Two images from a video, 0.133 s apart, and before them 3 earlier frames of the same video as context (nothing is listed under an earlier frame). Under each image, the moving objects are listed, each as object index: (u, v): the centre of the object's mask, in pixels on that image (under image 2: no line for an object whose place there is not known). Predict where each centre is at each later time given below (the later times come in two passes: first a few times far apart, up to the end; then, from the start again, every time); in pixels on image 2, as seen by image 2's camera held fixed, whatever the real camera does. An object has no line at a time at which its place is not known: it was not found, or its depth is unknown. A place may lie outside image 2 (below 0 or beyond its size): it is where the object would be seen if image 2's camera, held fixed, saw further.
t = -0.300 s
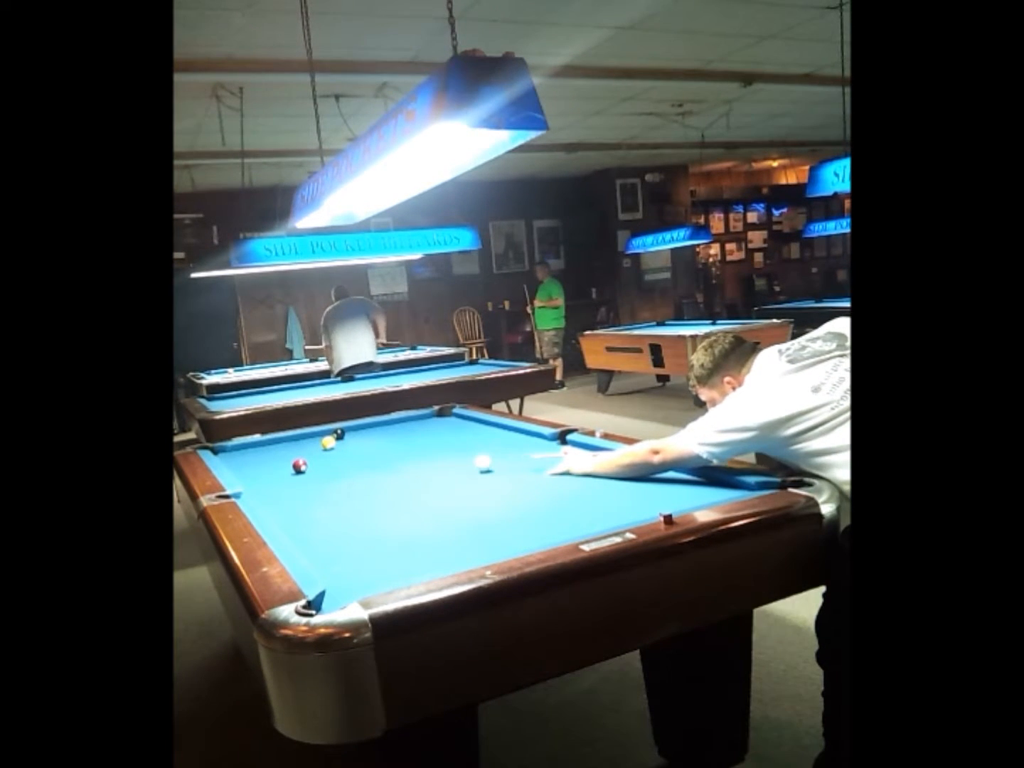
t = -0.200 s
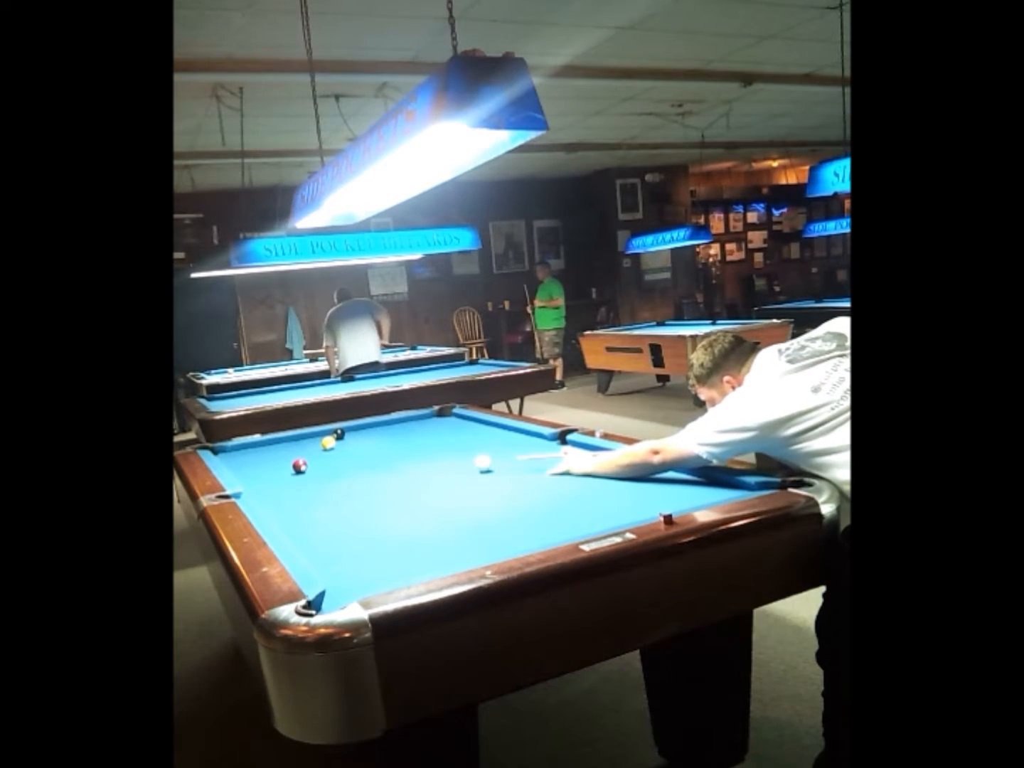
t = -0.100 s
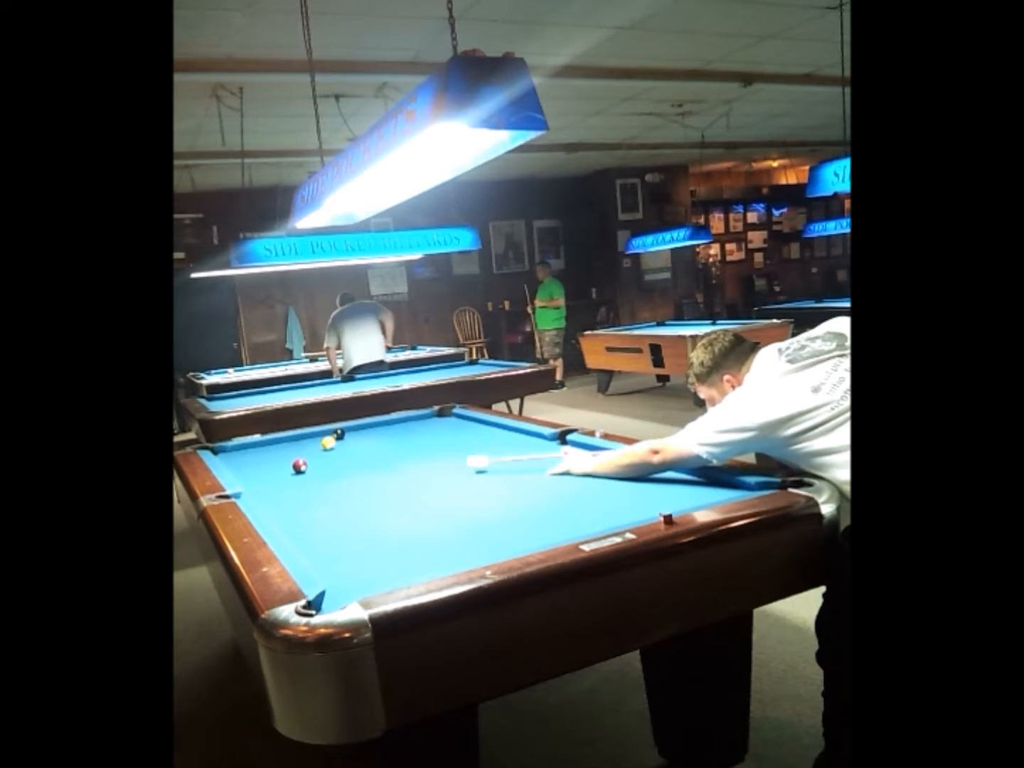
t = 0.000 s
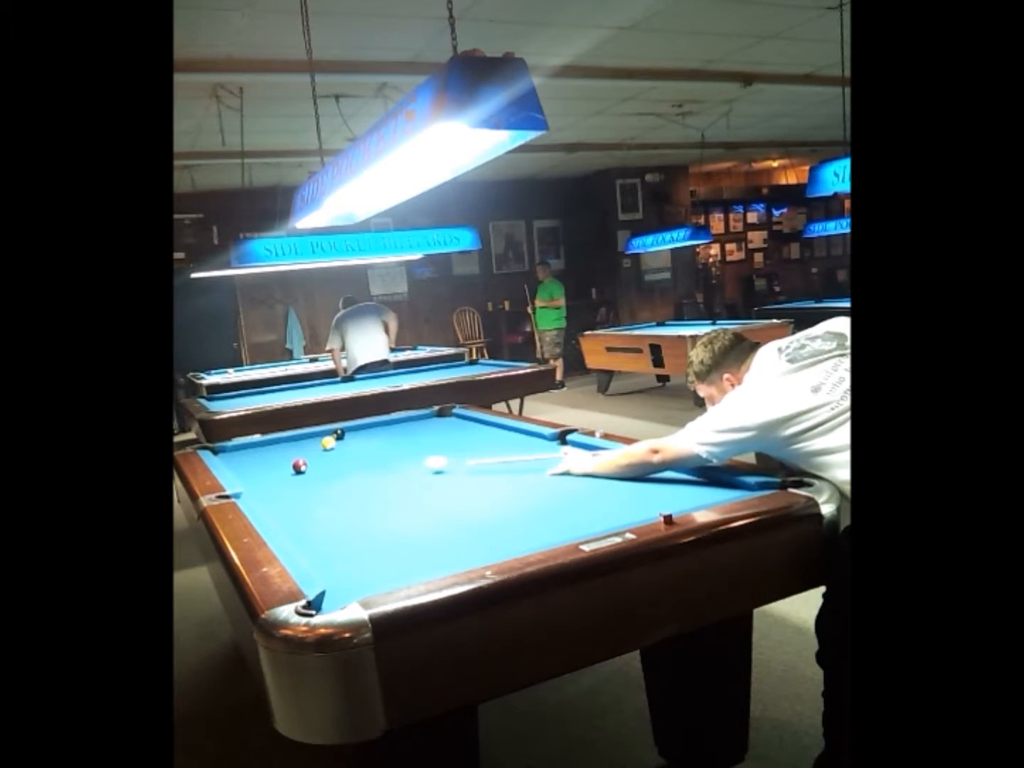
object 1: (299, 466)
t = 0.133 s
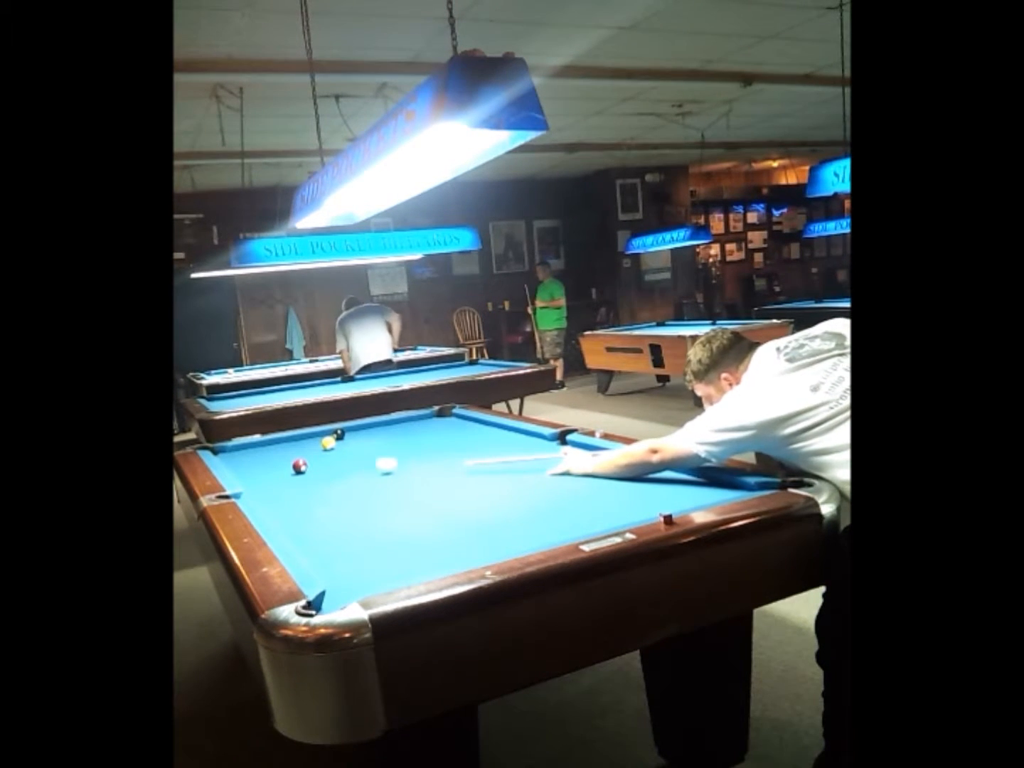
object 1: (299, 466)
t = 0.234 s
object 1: (299, 466)
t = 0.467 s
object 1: (284, 461)
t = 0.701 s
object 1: (262, 460)
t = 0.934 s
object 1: (241, 457)
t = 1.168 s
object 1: (222, 453)
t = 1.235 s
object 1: (218, 451)
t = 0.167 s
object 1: (299, 466)
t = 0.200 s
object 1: (299, 466)
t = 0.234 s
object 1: (299, 466)
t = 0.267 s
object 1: (299, 466)
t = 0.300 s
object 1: (299, 466)
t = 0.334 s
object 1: (299, 466)
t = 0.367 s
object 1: (295, 466)
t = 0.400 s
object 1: (291, 464)
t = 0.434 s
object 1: (287, 463)
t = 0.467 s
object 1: (284, 461)
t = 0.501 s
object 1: (281, 461)
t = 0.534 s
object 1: (278, 461)
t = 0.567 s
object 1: (275, 462)
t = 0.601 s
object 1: (272, 461)
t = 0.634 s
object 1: (269, 461)
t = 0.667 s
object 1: (265, 461)
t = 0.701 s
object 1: (262, 460)
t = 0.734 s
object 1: (259, 460)
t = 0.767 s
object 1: (256, 459)
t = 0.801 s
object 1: (253, 458)
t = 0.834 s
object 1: (250, 457)
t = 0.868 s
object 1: (247, 458)
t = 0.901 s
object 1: (244, 457)
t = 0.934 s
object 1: (241, 457)
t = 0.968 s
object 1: (239, 456)
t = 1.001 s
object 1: (236, 455)
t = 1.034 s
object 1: (234, 455)
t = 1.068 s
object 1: (231, 454)
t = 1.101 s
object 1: (228, 454)
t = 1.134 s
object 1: (225, 454)
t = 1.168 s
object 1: (222, 453)
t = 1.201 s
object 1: (220, 452)
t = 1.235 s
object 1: (218, 451)
